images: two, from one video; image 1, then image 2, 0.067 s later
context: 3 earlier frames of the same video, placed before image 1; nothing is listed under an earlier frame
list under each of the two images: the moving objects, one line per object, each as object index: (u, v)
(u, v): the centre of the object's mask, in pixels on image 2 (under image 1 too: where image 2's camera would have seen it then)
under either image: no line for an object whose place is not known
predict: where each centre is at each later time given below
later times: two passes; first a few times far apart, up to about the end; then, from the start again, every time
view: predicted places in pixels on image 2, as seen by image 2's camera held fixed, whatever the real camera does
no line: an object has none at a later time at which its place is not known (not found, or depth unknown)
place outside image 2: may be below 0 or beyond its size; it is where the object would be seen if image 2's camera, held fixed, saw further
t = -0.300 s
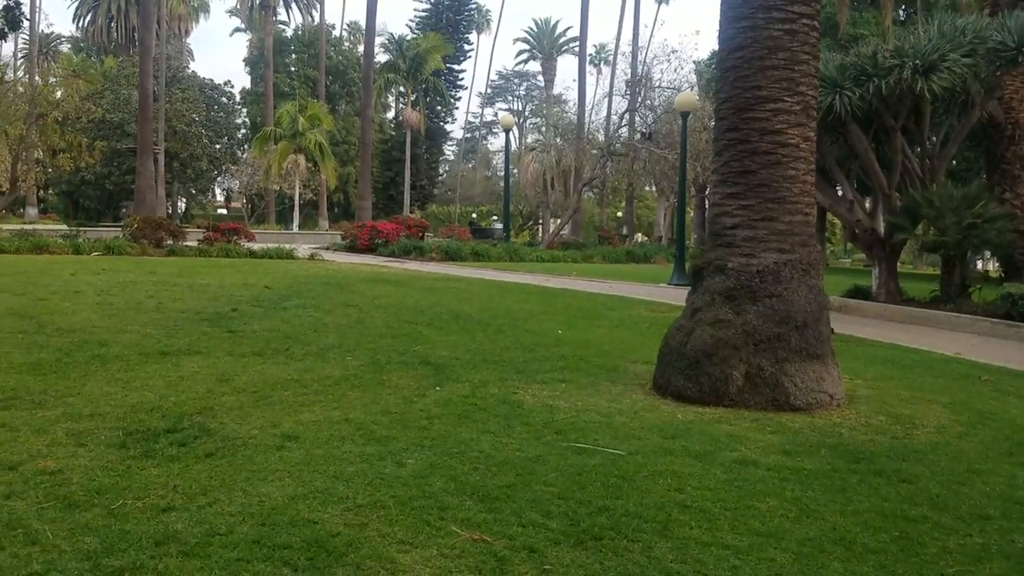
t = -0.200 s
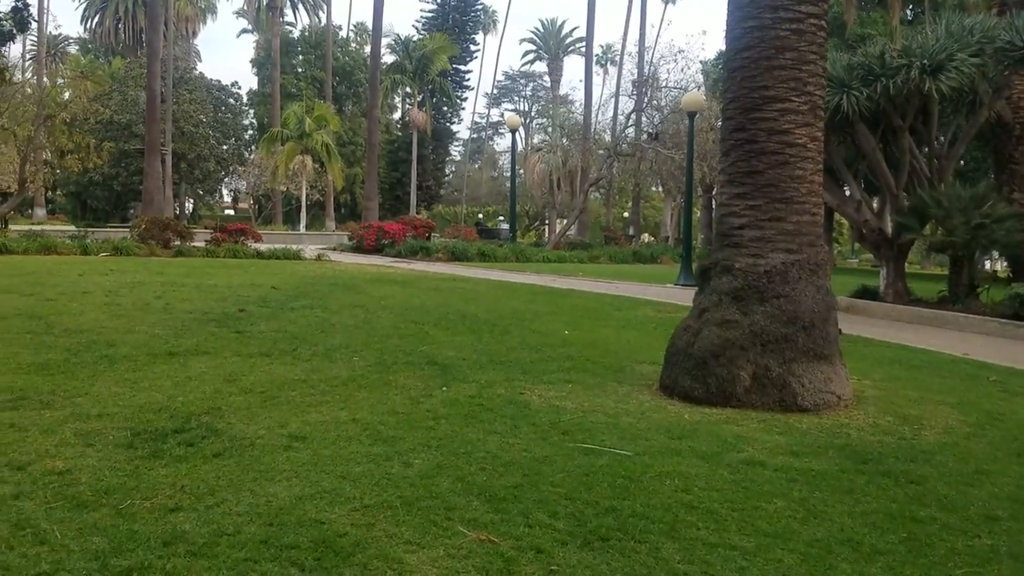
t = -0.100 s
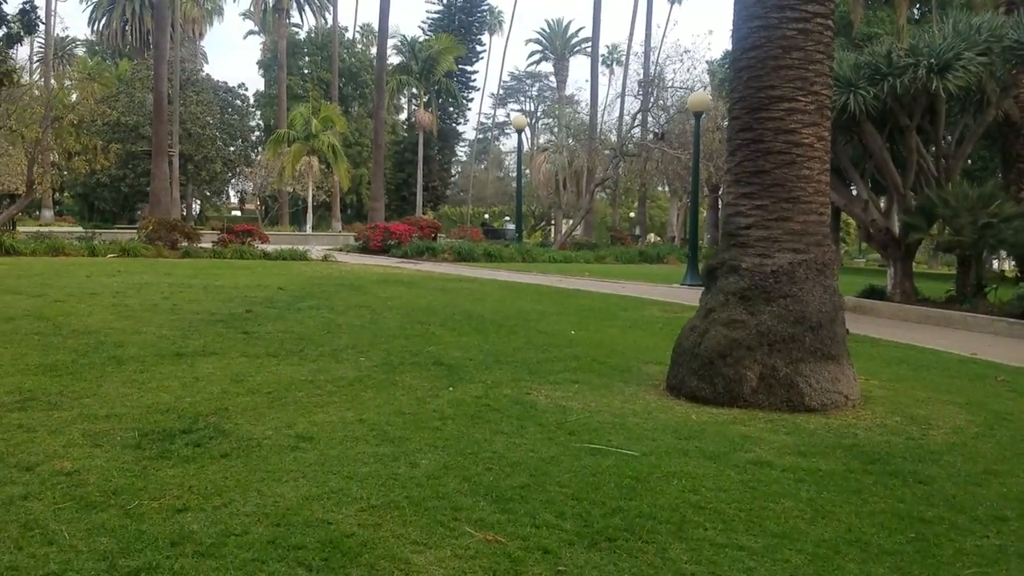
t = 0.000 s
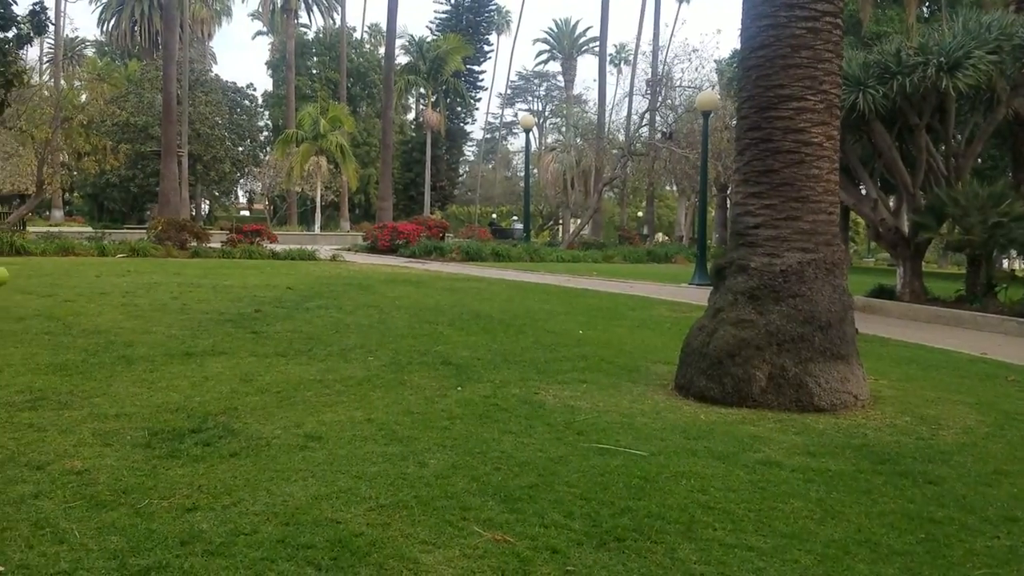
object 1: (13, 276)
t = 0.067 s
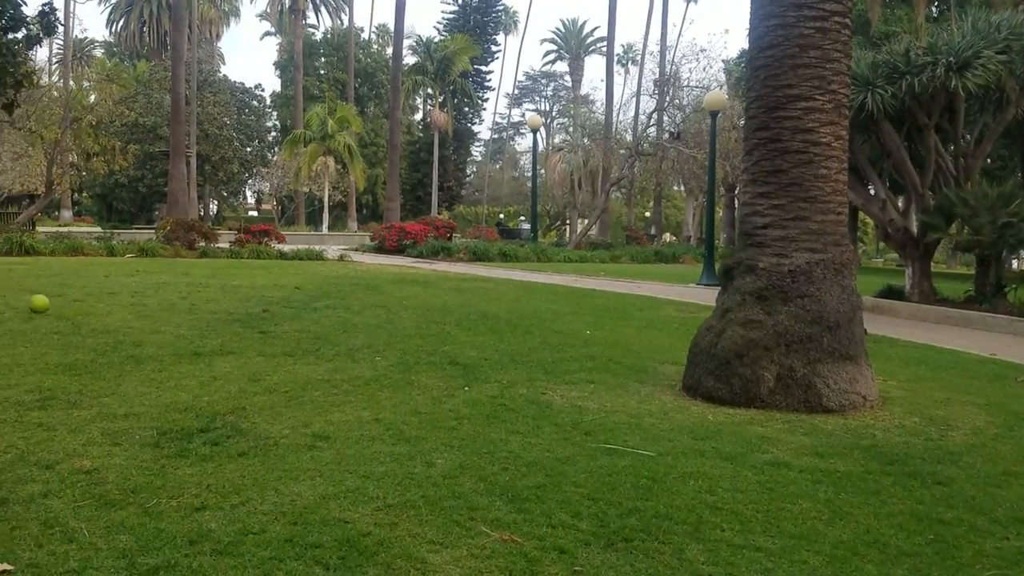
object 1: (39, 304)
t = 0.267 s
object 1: (124, 261)
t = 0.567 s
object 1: (258, 267)
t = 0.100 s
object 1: (53, 295)
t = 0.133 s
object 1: (66, 286)
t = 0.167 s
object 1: (80, 277)
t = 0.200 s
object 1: (95, 270)
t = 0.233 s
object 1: (110, 265)
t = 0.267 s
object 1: (124, 261)
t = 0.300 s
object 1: (139, 257)
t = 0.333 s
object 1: (155, 254)
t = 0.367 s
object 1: (170, 253)
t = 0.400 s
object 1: (185, 253)
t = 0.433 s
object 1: (200, 253)
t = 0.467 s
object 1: (214, 255)
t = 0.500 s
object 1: (229, 258)
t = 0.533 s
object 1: (243, 262)
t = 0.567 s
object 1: (258, 267)
